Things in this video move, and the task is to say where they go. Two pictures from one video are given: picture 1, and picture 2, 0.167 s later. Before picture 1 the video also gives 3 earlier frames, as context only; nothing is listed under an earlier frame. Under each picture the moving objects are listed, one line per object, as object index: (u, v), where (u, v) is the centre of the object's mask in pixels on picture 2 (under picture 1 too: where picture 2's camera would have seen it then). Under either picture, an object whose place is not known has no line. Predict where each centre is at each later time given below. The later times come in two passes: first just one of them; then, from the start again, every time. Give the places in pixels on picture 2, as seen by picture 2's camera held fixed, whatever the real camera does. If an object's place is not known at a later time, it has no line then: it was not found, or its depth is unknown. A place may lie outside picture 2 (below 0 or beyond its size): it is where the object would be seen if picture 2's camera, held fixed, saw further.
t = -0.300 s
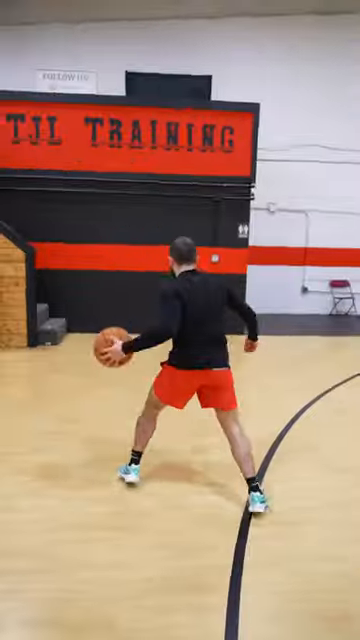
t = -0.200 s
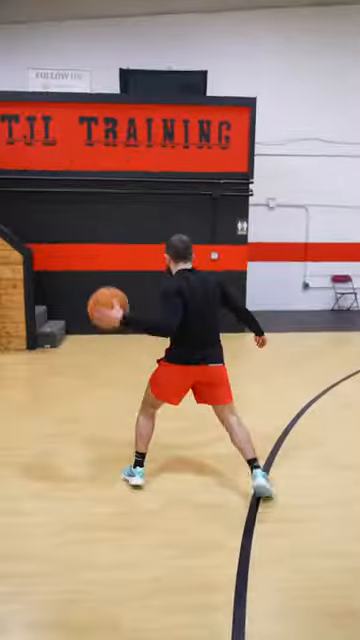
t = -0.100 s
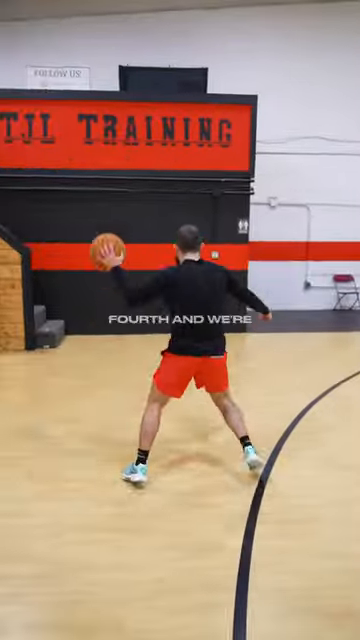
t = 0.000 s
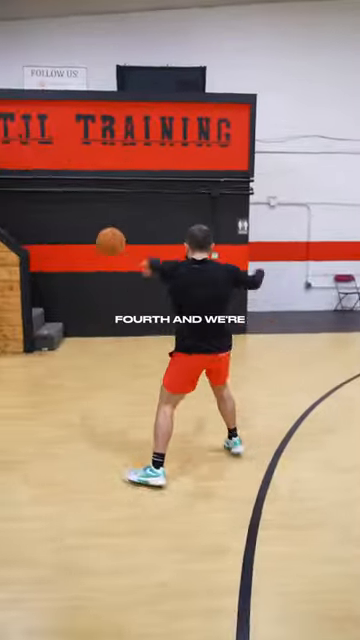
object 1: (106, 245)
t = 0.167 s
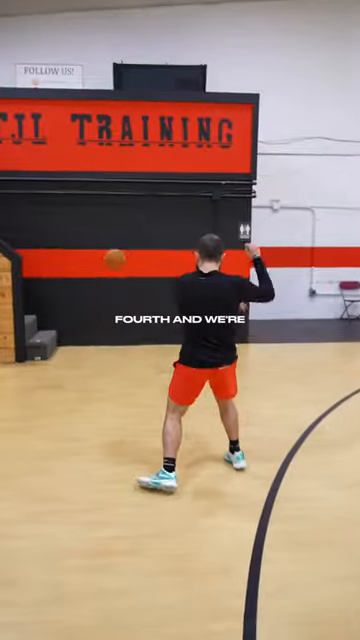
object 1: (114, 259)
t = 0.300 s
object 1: (117, 278)
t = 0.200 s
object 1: (115, 262)
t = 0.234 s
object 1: (116, 268)
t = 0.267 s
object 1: (116, 273)
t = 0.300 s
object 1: (117, 278)
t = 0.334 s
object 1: (116, 284)
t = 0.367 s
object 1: (116, 290)
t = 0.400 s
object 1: (115, 301)
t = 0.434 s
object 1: (114, 311)
